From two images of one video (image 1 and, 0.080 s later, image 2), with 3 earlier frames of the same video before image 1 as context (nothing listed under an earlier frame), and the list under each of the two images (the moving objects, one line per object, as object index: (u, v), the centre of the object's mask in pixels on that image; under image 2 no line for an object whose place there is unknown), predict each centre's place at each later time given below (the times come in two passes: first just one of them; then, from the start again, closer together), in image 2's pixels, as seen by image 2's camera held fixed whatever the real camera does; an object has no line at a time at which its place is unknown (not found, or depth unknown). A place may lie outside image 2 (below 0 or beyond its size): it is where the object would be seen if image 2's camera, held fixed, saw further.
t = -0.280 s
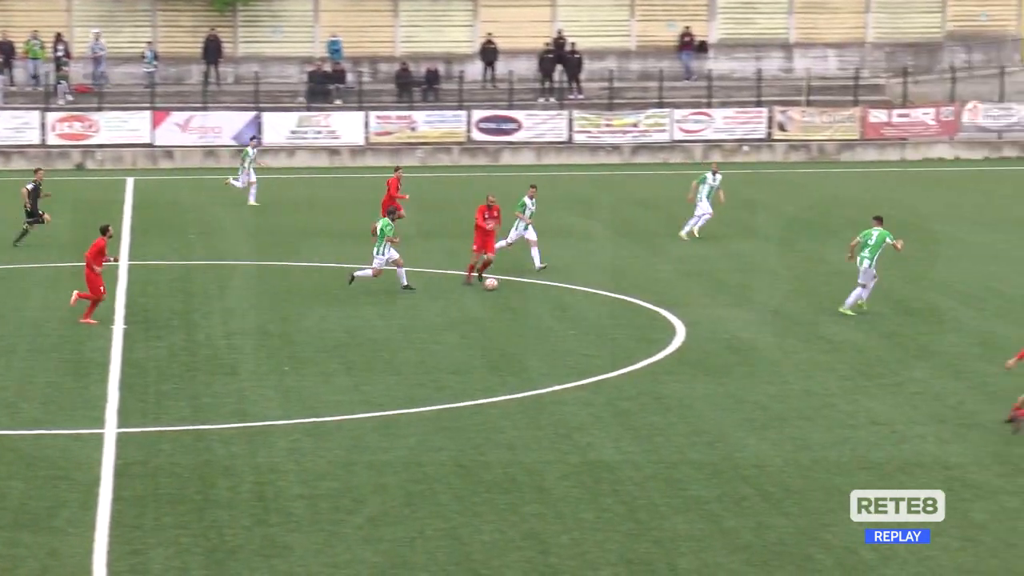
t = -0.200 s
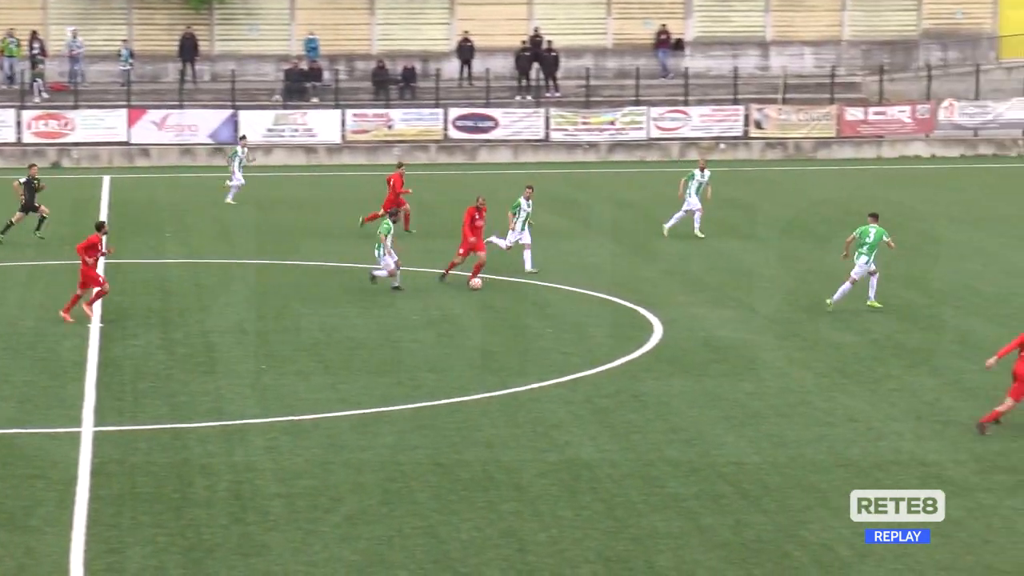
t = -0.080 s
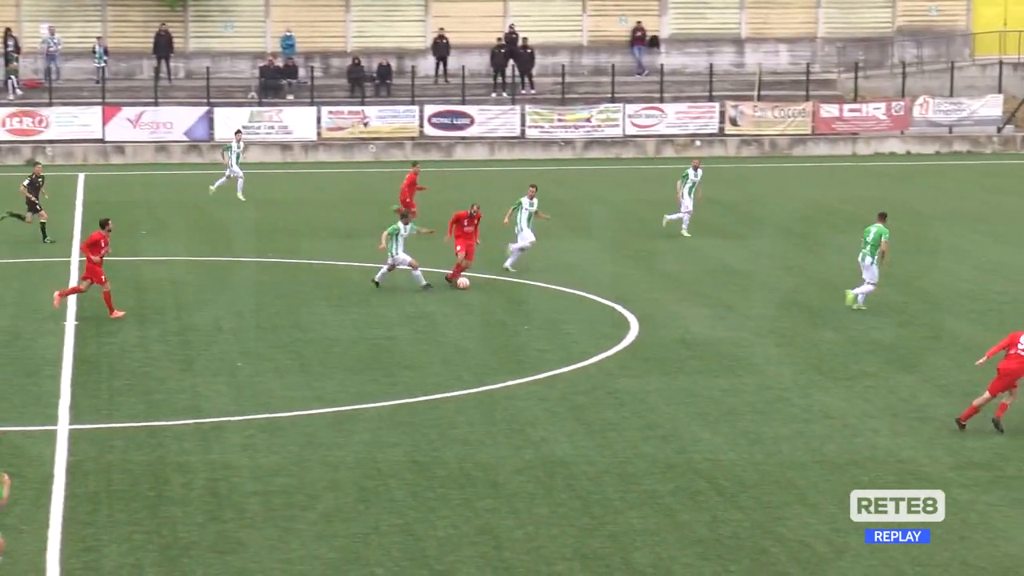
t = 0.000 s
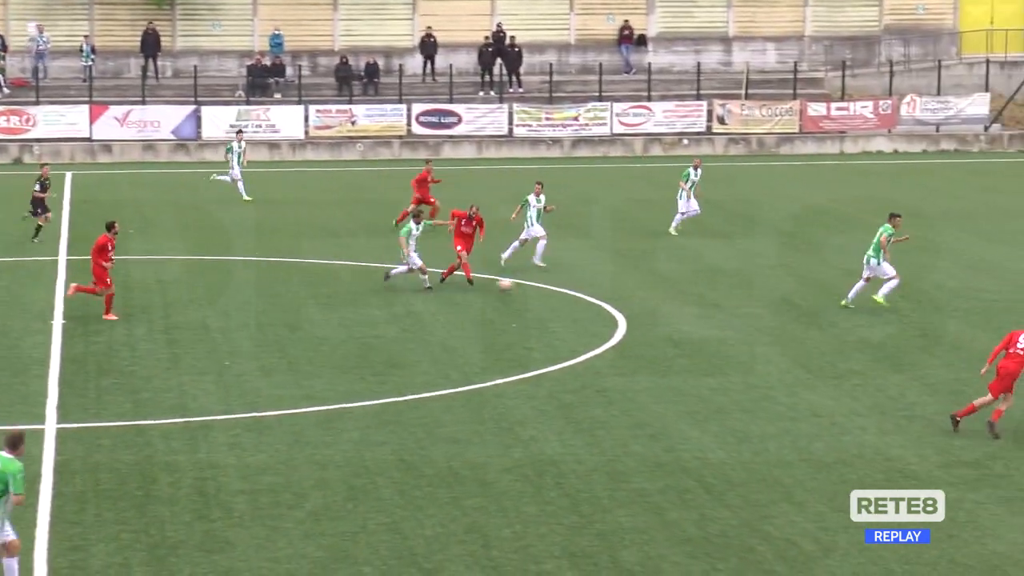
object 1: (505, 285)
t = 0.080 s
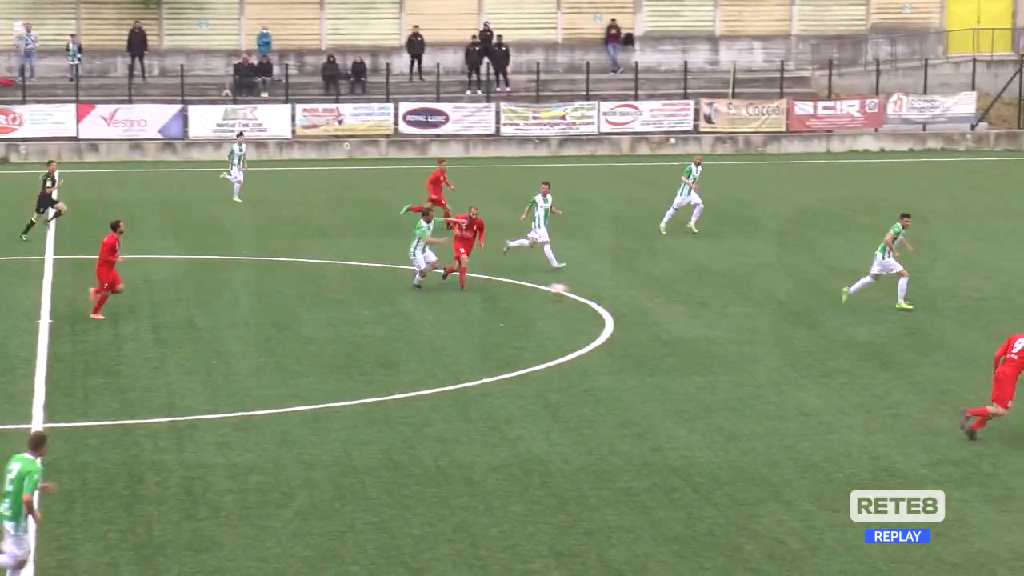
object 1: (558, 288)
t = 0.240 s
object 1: (690, 310)
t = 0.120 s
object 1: (589, 292)
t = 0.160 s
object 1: (623, 298)
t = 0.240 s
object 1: (690, 310)
